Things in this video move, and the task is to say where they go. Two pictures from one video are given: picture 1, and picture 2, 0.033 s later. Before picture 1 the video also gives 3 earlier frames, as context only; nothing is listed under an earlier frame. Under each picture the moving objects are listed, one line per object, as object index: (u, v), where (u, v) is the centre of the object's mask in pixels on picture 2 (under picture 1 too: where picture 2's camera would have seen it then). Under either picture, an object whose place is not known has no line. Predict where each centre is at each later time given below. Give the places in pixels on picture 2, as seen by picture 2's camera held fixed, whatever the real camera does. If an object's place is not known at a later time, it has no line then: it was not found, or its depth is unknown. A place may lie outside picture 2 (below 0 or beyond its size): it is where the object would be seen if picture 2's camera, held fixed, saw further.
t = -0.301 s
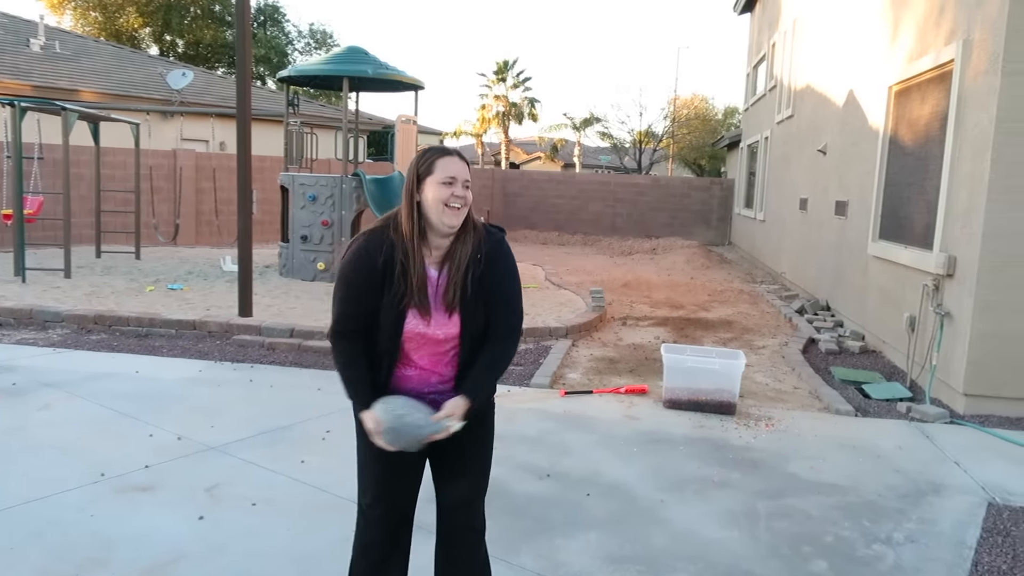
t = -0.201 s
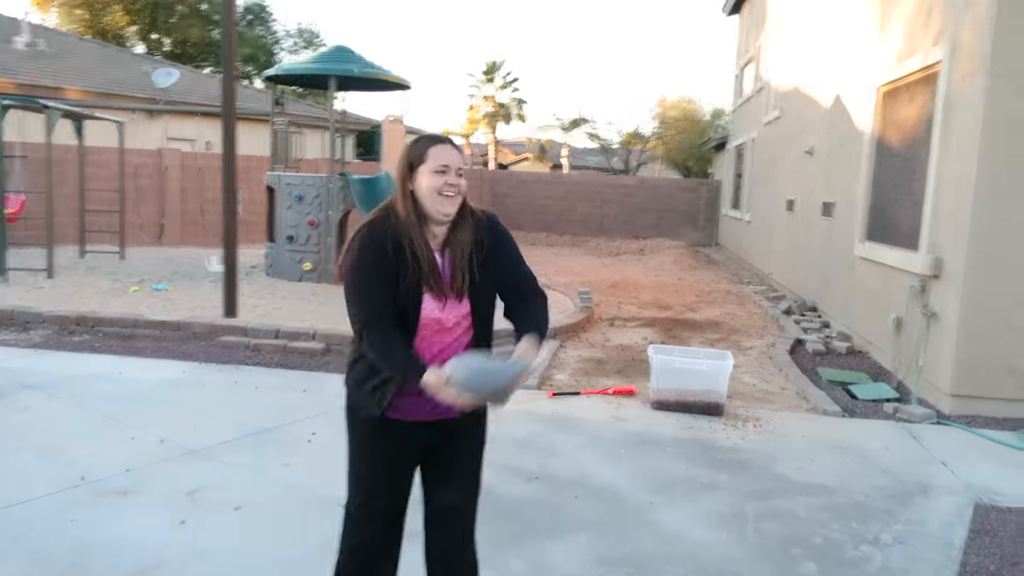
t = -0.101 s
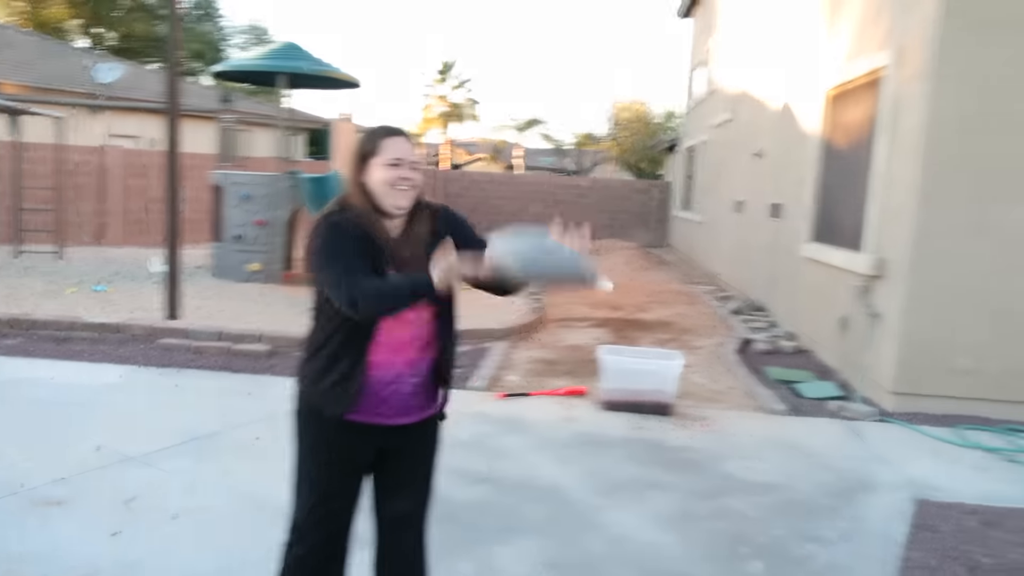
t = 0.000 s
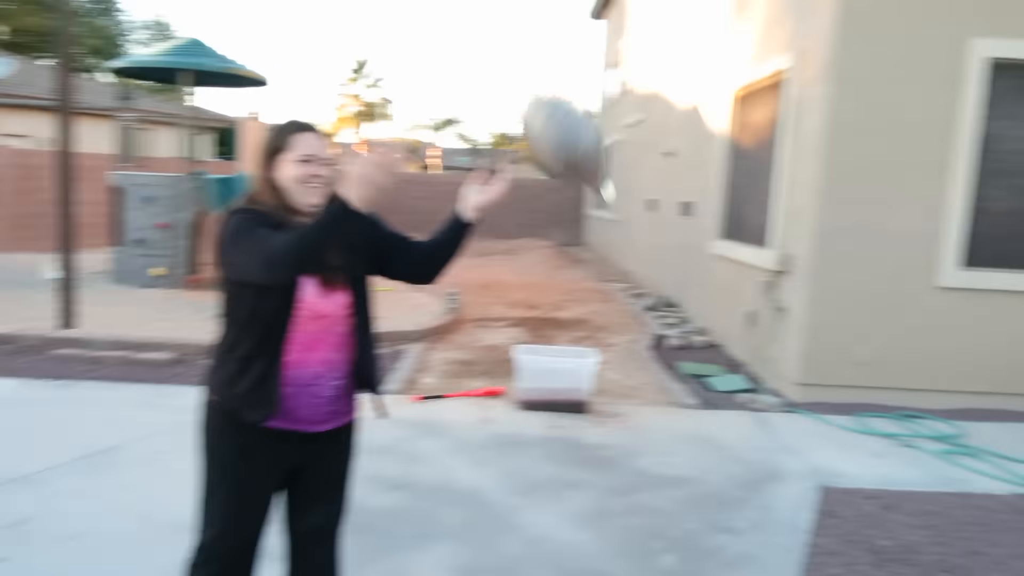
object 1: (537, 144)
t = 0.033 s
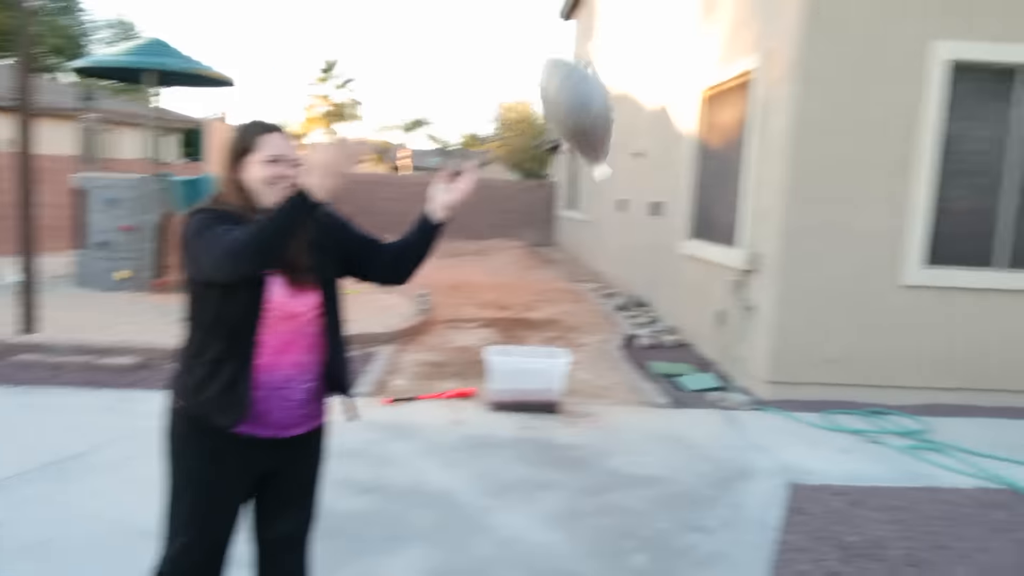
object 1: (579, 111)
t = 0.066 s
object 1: (619, 81)
